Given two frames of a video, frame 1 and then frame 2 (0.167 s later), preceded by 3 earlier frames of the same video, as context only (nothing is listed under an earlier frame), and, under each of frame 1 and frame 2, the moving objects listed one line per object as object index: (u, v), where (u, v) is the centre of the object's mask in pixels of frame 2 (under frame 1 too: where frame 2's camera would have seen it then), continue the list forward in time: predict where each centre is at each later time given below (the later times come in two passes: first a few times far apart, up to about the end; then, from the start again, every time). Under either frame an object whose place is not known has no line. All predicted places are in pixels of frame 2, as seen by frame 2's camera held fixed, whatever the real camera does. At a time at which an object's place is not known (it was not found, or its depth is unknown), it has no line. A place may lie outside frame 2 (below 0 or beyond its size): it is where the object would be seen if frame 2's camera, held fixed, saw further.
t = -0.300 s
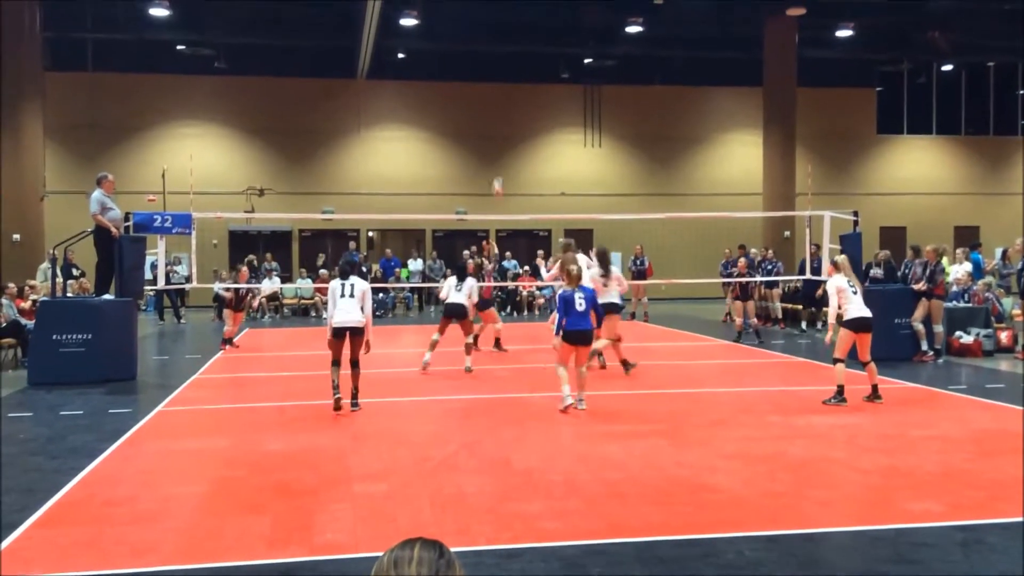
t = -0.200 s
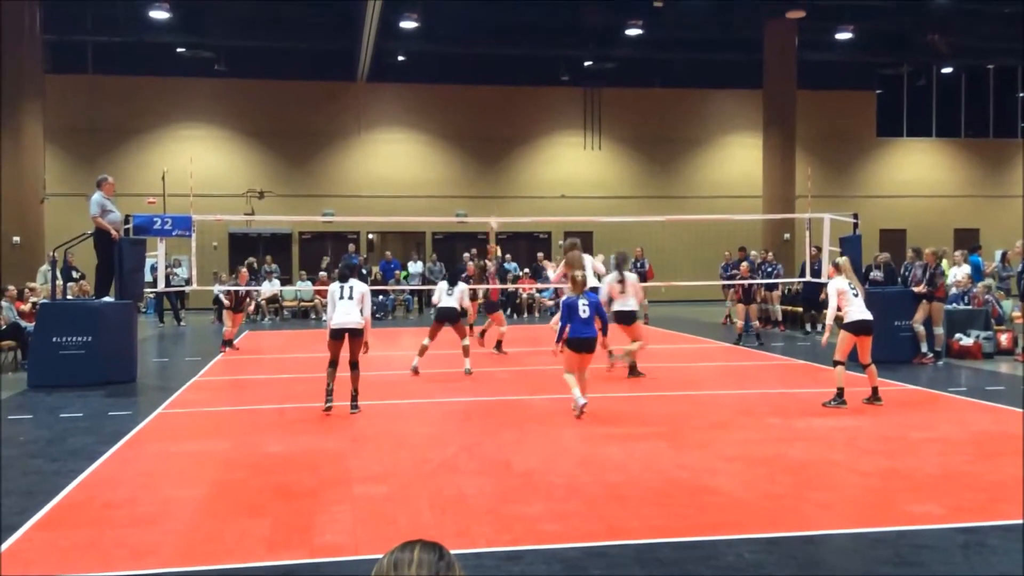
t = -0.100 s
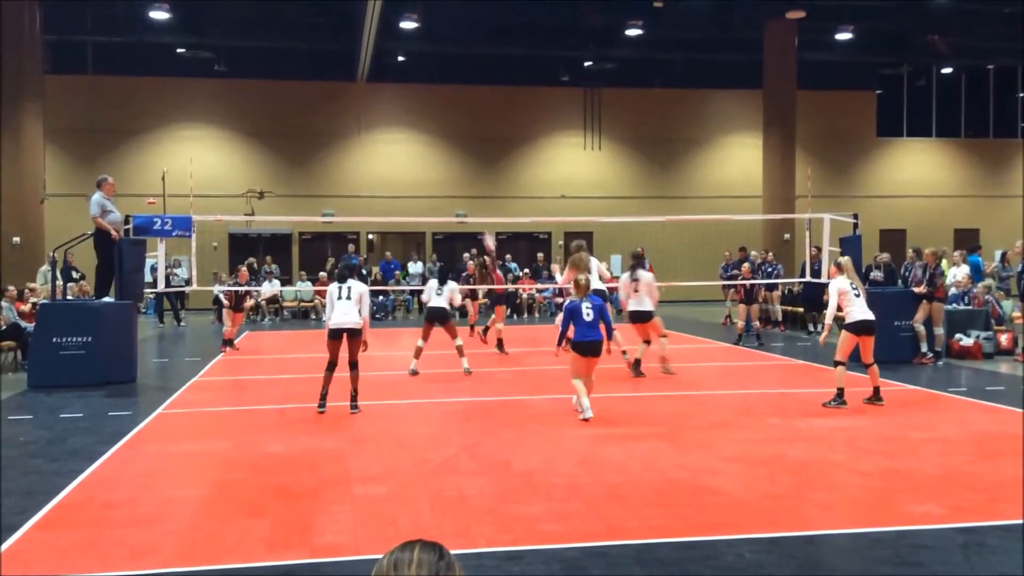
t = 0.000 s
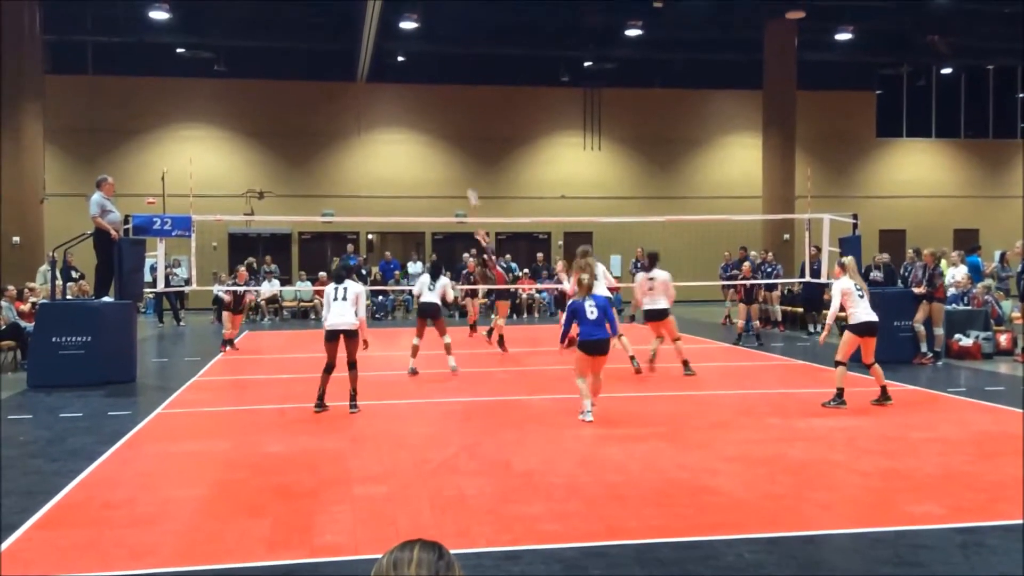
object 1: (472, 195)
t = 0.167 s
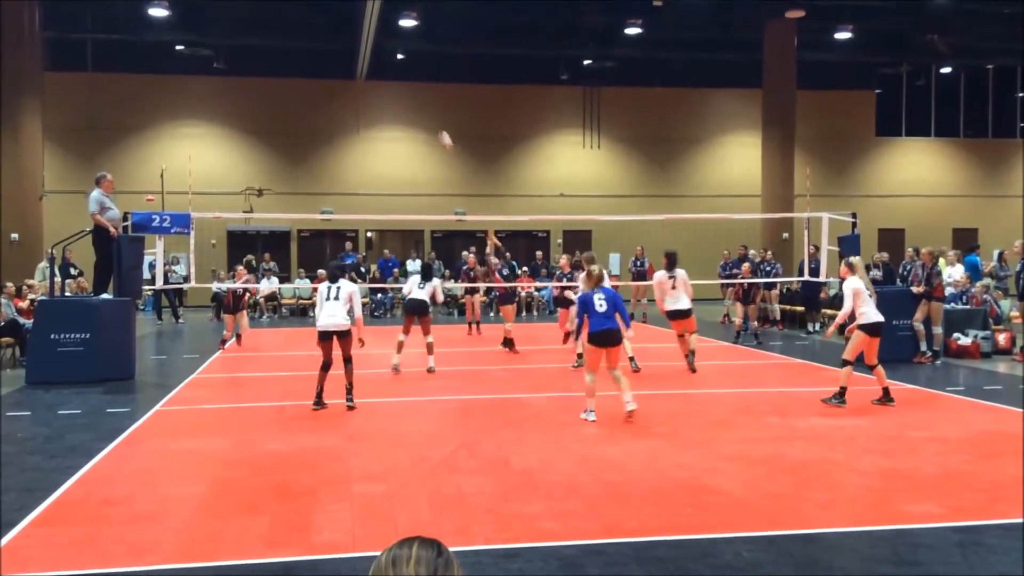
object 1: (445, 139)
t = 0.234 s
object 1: (435, 123)
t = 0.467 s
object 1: (397, 82)
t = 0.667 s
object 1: (365, 74)
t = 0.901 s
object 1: (329, 93)
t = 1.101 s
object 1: (299, 136)
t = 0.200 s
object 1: (440, 131)
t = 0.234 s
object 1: (435, 123)
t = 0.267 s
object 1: (429, 115)
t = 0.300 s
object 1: (424, 108)
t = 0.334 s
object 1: (419, 102)
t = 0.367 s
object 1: (413, 95)
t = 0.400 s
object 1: (408, 90)
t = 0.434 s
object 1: (403, 86)
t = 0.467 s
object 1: (397, 82)
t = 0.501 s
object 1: (391, 79)
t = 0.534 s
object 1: (386, 76)
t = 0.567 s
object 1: (381, 74)
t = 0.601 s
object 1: (376, 73)
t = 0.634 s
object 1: (371, 73)
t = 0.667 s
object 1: (365, 74)
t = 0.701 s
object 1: (360, 74)
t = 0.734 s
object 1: (355, 76)
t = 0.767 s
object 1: (349, 78)
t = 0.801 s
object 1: (344, 80)
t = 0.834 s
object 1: (339, 84)
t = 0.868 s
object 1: (334, 88)
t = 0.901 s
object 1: (329, 93)
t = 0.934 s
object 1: (324, 99)
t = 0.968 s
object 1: (319, 105)
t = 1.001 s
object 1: (314, 112)
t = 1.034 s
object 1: (309, 119)
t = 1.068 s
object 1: (304, 127)
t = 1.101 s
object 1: (299, 136)
